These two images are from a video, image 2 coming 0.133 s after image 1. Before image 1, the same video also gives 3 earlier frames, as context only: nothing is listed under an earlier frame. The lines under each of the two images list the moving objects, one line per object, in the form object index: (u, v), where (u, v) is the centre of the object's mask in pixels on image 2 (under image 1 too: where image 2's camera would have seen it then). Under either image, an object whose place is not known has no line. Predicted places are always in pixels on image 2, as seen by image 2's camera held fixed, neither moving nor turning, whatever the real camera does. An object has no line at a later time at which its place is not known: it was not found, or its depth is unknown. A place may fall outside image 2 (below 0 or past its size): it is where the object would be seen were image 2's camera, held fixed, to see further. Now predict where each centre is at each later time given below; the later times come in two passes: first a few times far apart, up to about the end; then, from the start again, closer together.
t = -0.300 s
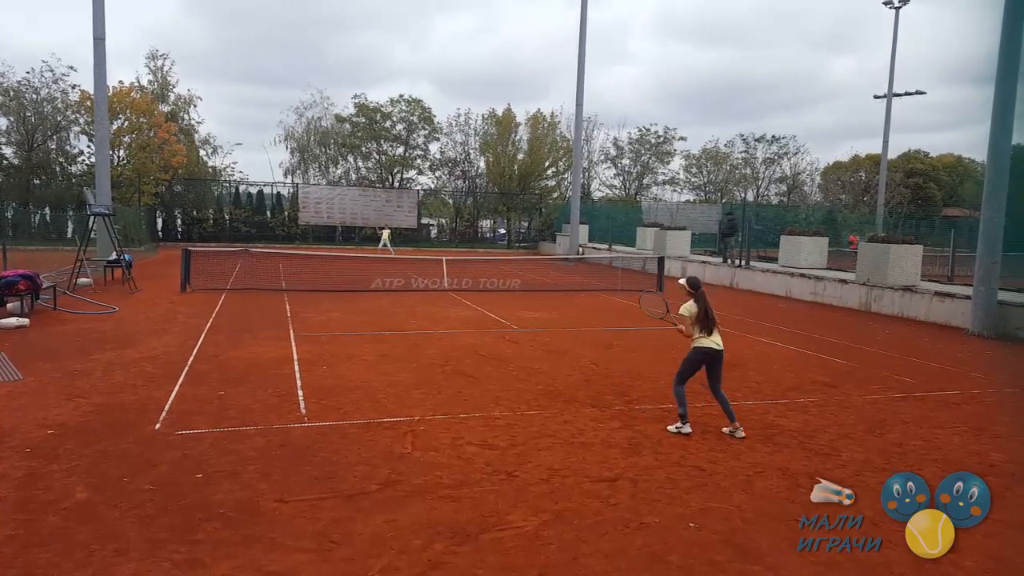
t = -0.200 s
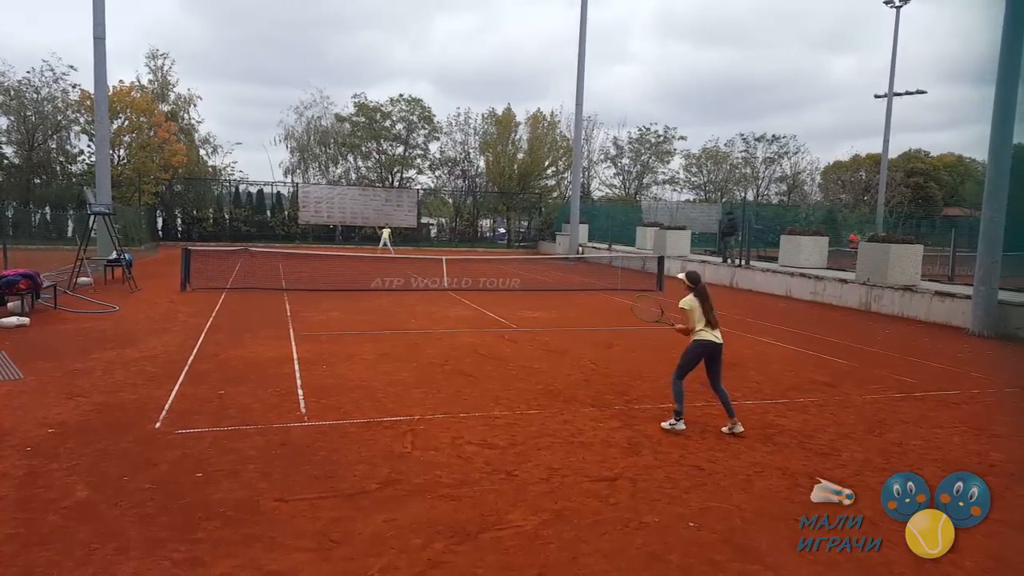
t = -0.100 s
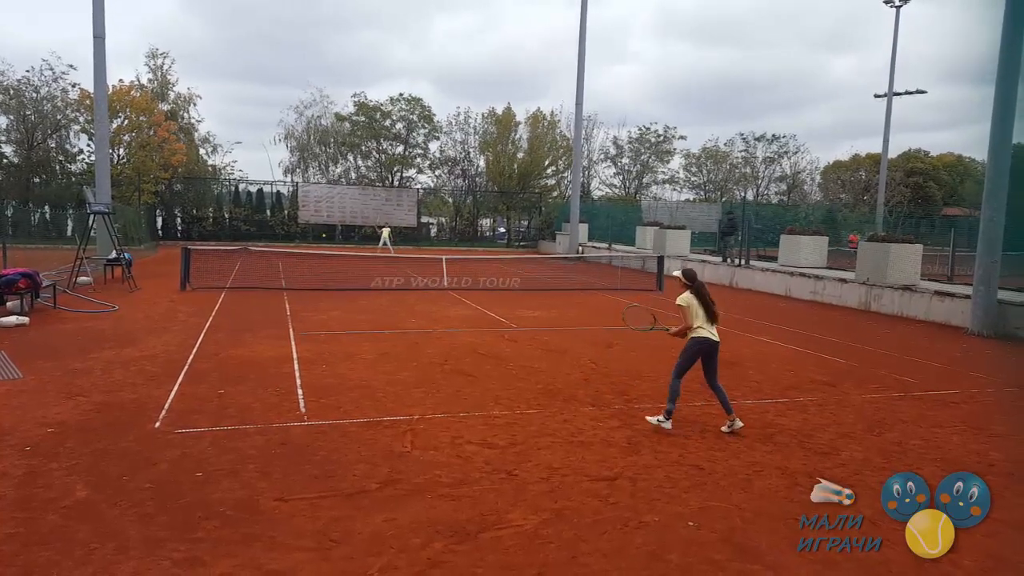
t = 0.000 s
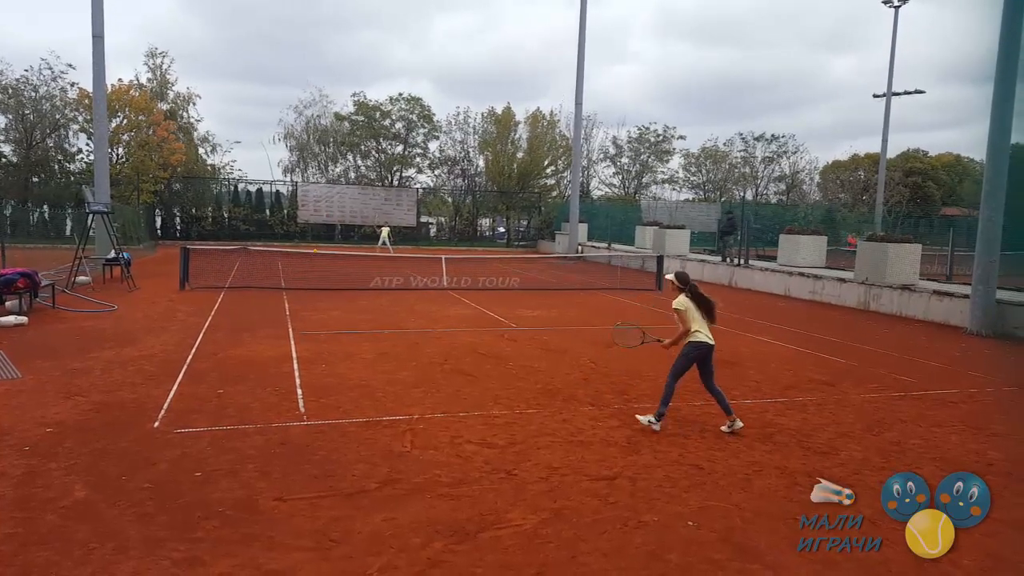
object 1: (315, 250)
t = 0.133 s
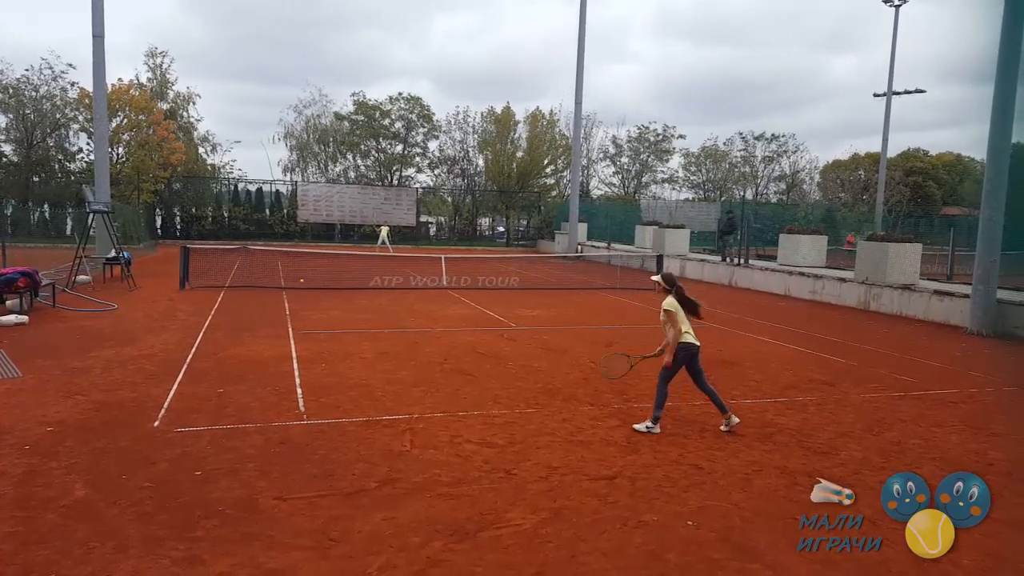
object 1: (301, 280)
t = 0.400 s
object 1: (283, 281)
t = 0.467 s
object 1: (279, 275)
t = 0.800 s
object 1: (258, 285)
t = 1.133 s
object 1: (229, 381)
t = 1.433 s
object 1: (185, 379)
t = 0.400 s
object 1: (283, 281)
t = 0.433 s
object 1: (281, 277)
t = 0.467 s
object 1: (279, 275)
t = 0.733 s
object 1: (263, 276)
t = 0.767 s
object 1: (261, 280)
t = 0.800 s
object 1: (258, 285)
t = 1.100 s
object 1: (232, 385)
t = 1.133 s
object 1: (229, 381)
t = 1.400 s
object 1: (191, 374)
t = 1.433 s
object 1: (185, 379)
